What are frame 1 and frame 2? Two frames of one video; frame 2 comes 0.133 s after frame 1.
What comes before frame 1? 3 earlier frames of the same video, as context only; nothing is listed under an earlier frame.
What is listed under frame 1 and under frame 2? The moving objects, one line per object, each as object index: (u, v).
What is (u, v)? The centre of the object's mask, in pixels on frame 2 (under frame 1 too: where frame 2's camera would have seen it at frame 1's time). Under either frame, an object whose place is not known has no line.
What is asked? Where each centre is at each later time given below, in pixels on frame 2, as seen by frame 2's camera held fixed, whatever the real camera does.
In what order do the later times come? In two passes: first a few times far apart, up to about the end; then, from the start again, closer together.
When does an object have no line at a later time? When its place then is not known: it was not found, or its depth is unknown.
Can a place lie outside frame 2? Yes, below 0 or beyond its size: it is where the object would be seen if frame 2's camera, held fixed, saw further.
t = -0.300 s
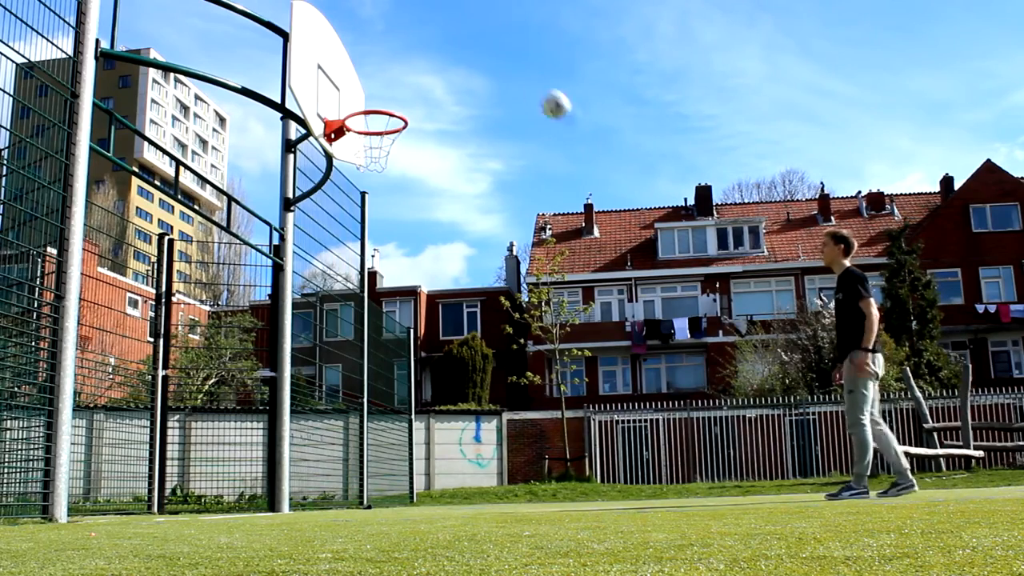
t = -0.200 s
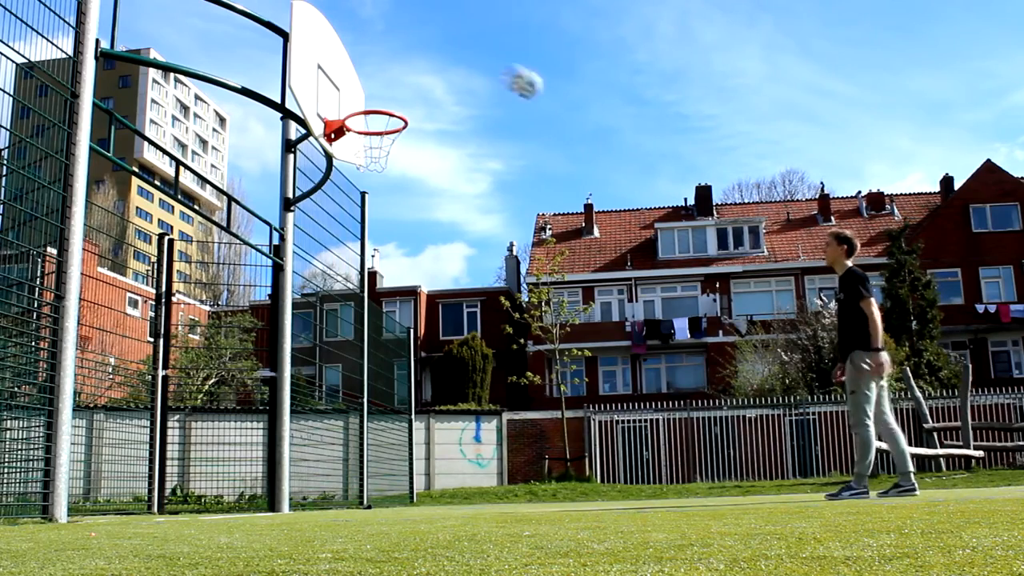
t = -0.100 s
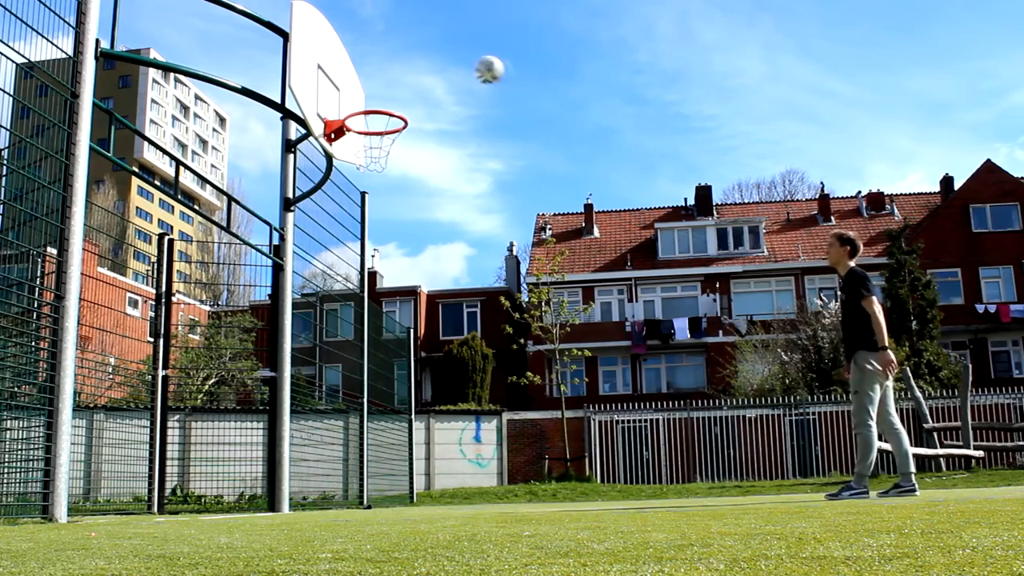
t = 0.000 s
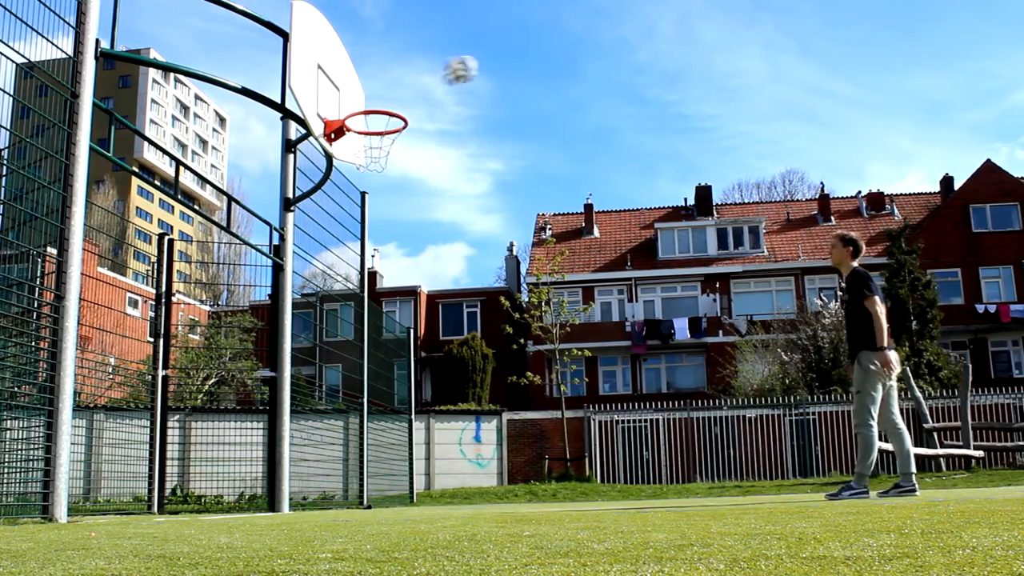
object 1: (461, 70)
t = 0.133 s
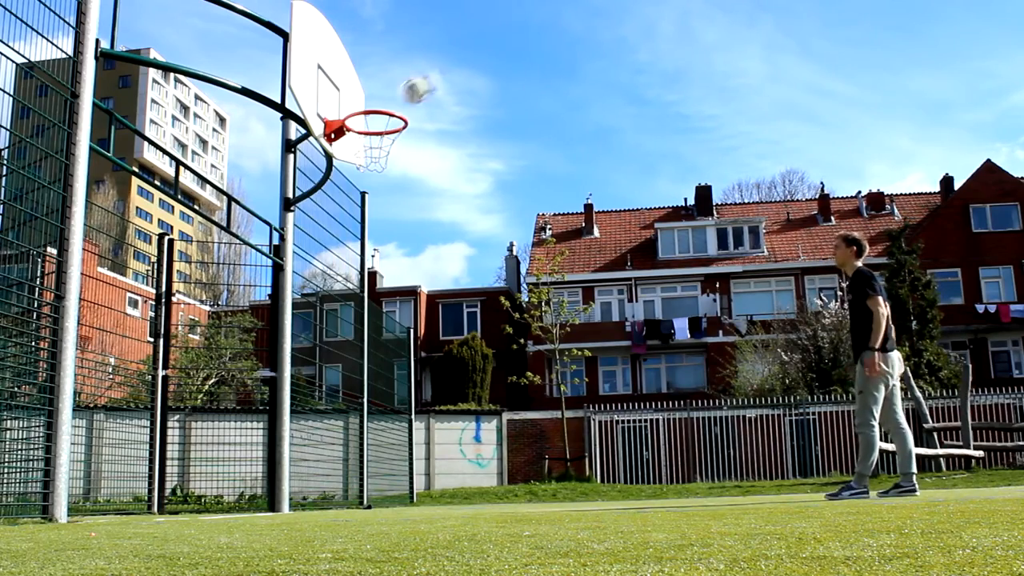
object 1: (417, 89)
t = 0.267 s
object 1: (374, 127)
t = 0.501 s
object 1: (359, 148)
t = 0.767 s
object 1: (375, 192)
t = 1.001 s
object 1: (395, 304)
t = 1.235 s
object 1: (411, 482)
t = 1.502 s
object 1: (423, 356)
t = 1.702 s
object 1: (434, 304)
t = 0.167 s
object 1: (408, 95)
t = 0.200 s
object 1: (400, 103)
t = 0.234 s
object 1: (391, 112)
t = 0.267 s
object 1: (374, 127)
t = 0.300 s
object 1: (365, 141)
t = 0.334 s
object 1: (358, 148)
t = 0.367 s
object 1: (356, 149)
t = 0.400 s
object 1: (355, 149)
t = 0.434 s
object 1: (356, 149)
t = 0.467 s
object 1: (357, 148)
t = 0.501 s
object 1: (359, 148)
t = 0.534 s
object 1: (360, 150)
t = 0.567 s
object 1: (362, 152)
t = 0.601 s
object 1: (363, 155)
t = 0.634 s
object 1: (365, 159)
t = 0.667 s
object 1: (368, 165)
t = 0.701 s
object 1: (371, 174)
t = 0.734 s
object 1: (373, 184)
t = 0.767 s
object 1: (375, 192)
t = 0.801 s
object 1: (378, 203)
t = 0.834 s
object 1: (379, 213)
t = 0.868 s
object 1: (382, 229)
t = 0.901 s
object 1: (385, 247)
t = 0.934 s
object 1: (387, 263)
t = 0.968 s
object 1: (390, 284)
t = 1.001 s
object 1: (395, 304)
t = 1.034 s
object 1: (395, 319)
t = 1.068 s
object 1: (396, 346)
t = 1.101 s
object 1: (399, 376)
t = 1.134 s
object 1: (403, 407)
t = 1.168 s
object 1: (409, 442)
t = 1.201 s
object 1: (408, 444)
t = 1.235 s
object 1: (411, 482)
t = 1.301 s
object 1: (414, 460)
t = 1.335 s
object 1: (418, 436)
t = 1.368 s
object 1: (419, 419)
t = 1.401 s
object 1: (420, 400)
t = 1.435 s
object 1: (421, 383)
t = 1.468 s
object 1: (421, 372)
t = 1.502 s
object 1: (423, 356)
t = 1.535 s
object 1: (426, 343)
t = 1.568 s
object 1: (427, 336)
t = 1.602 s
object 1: (428, 325)
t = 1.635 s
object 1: (430, 318)
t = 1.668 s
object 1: (432, 311)
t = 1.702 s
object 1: (434, 304)
